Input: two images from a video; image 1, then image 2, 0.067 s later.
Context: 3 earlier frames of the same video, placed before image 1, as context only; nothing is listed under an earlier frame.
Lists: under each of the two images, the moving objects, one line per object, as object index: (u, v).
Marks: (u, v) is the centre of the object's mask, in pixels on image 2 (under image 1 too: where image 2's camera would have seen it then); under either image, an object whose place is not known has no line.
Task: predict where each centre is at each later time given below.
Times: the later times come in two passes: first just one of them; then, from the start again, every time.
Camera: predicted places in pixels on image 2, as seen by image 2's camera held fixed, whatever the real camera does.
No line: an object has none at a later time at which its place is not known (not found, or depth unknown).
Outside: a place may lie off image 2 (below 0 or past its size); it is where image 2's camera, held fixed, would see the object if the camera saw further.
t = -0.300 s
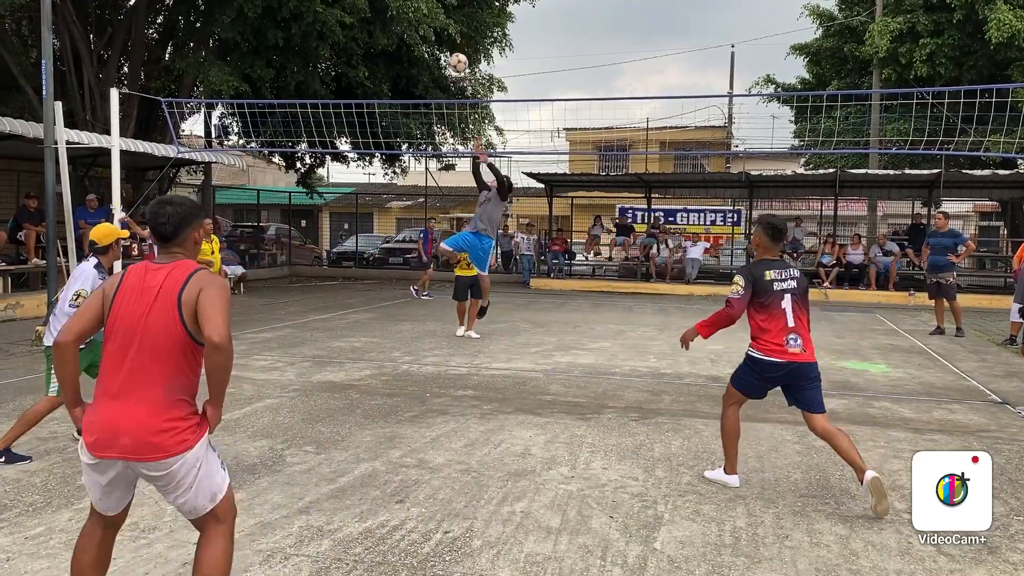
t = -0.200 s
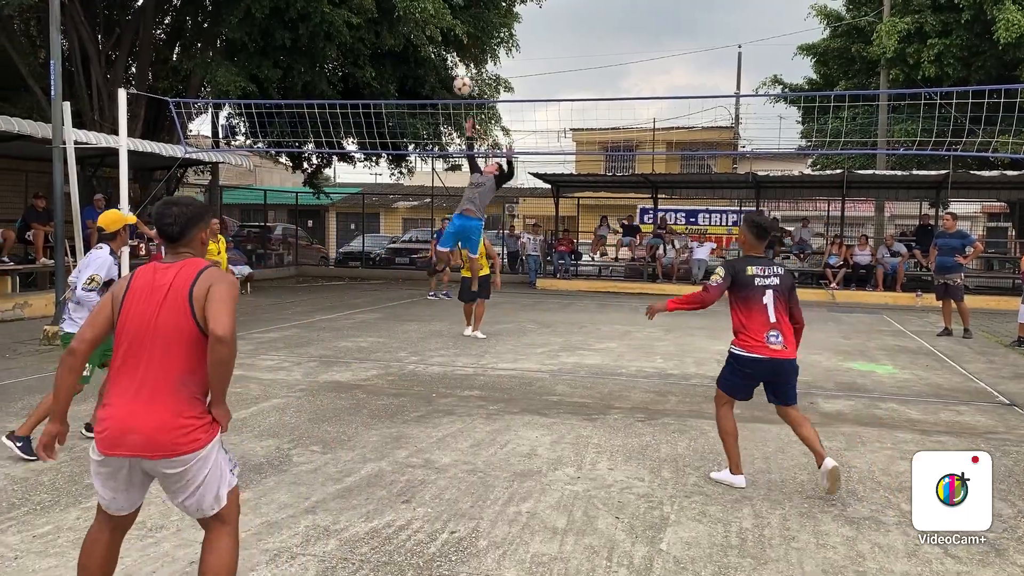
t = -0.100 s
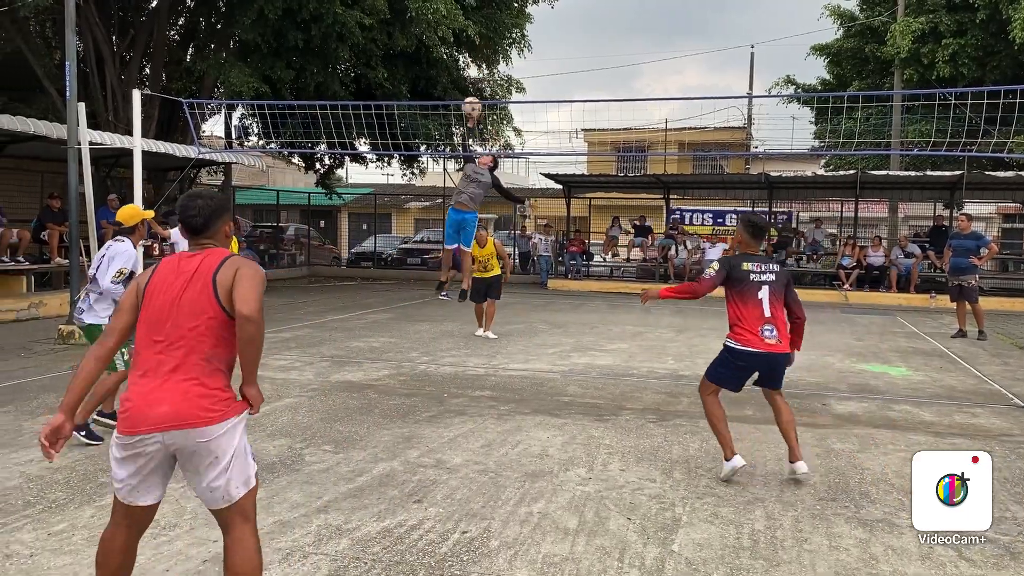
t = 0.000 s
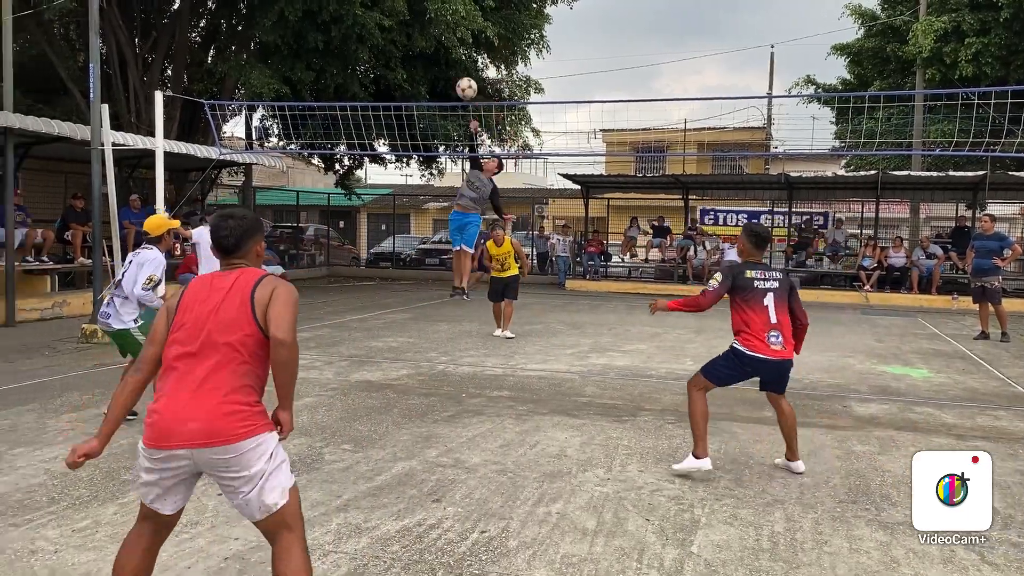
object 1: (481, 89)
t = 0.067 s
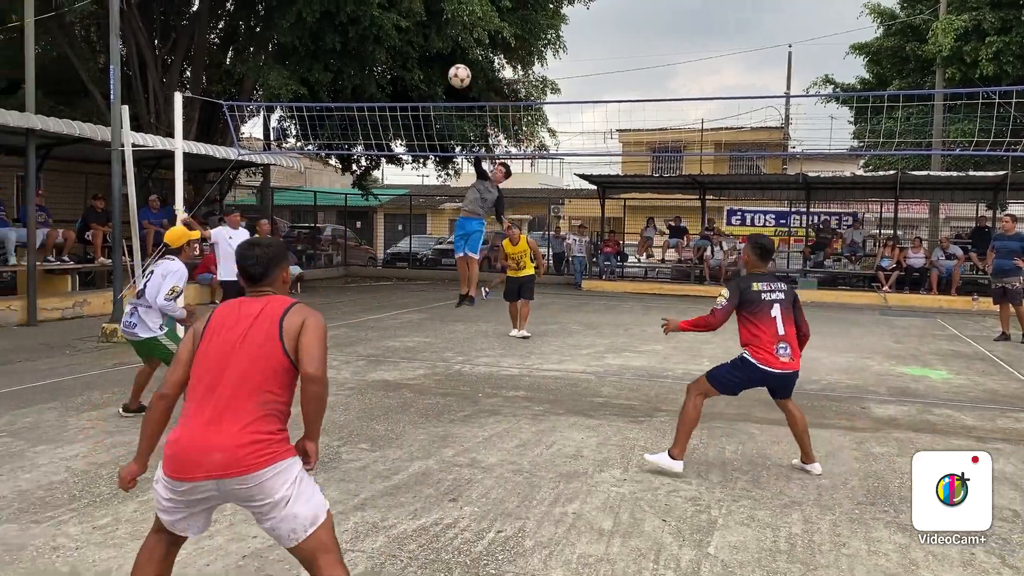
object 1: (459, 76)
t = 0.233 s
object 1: (390, 57)
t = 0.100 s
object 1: (448, 70)
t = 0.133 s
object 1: (434, 66)
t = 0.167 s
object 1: (420, 61)
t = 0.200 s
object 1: (406, 59)
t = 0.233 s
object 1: (390, 57)
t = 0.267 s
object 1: (373, 56)
